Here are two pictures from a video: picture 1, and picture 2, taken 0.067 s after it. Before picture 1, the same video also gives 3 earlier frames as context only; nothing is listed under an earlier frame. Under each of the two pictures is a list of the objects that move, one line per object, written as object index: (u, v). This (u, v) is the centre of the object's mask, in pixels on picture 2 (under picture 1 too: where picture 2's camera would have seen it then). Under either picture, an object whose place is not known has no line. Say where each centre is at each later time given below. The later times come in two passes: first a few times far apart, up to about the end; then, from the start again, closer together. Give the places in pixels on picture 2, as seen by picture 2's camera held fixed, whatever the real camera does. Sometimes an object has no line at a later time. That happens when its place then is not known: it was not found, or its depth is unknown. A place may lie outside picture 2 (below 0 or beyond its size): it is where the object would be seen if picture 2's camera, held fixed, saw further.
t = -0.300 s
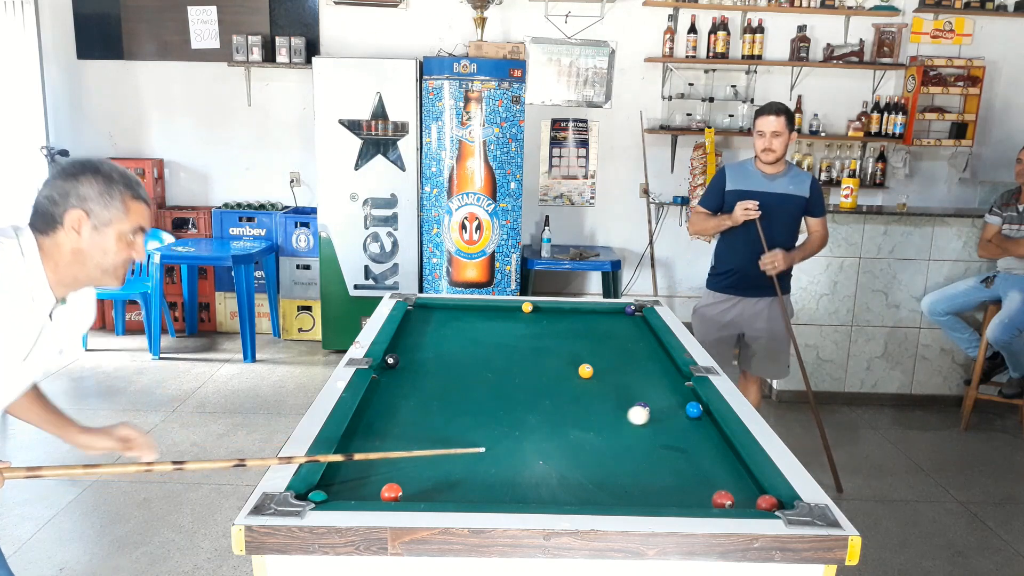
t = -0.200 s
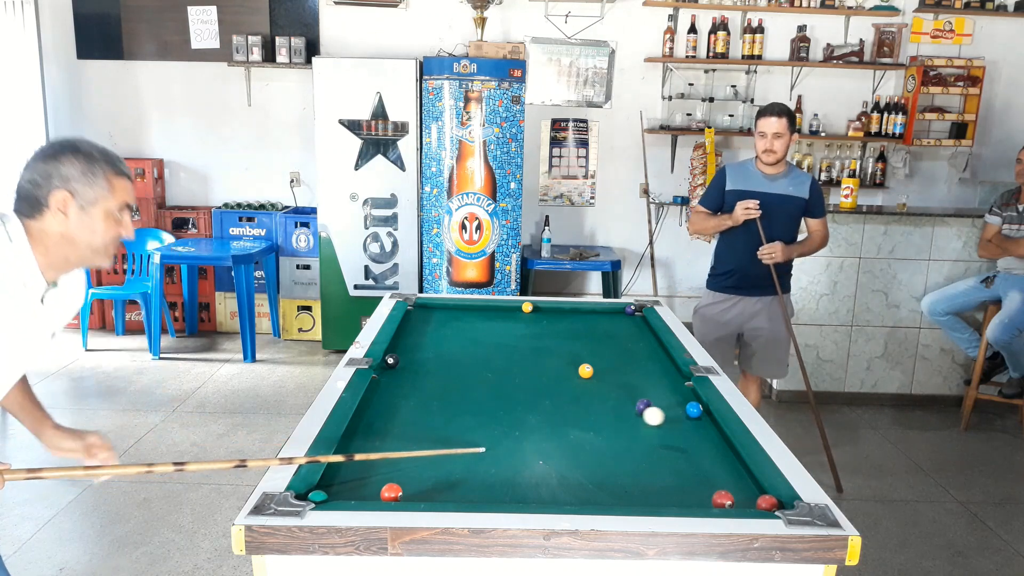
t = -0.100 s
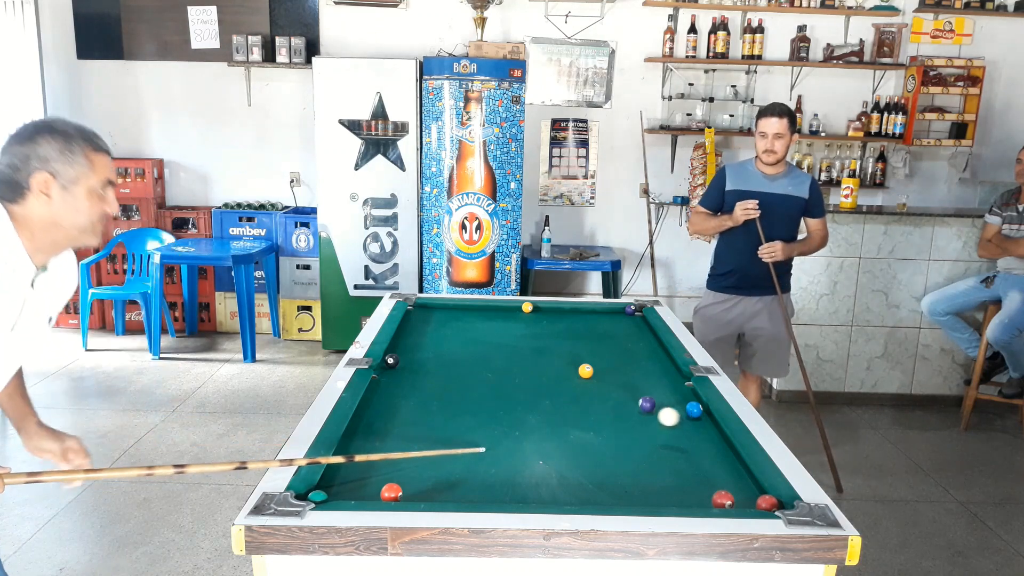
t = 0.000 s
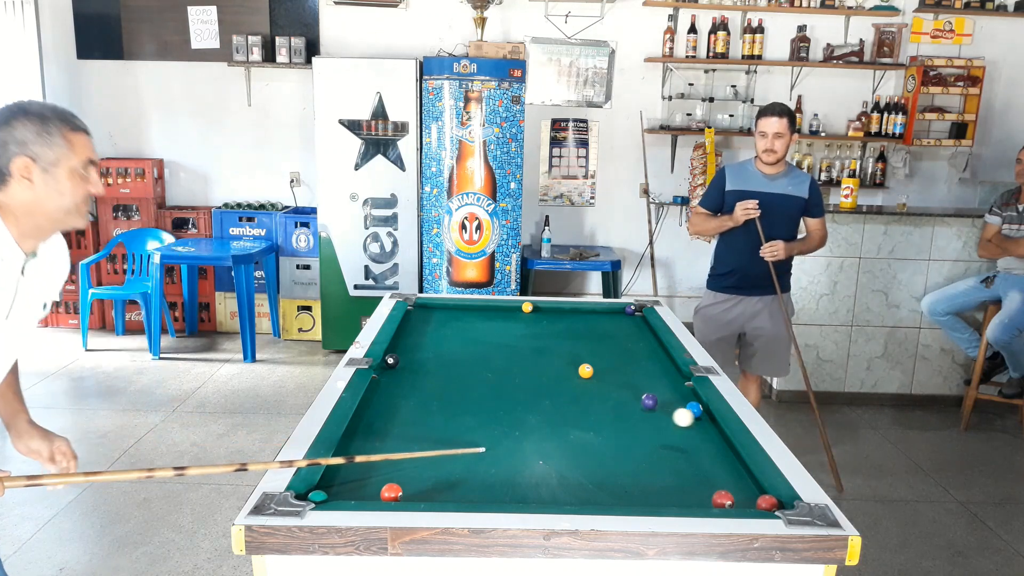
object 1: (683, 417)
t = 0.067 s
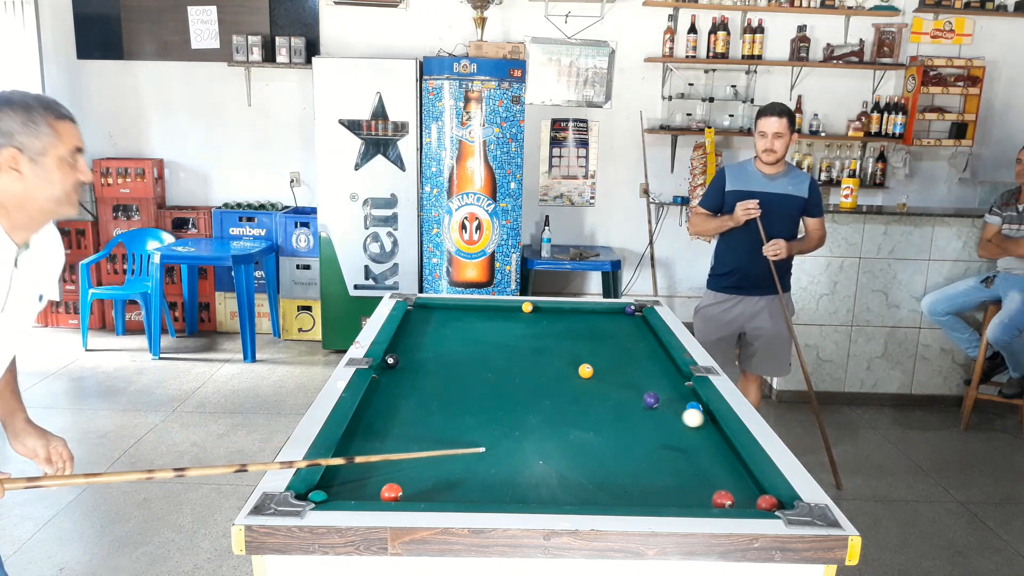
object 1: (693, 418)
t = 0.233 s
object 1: (702, 418)
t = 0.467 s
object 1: (683, 418)
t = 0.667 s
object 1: (668, 418)
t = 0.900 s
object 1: (653, 418)
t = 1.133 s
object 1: (639, 418)
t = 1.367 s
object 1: (628, 417)
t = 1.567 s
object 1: (621, 418)
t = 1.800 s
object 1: (613, 418)
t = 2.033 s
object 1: (608, 418)
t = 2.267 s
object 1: (606, 418)
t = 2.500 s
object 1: (605, 419)
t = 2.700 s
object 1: (605, 419)
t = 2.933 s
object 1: (605, 419)
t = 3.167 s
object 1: (605, 419)
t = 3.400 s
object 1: (605, 419)
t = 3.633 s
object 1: (605, 419)
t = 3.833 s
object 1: (605, 418)
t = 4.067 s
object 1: (605, 419)
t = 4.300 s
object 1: (605, 419)
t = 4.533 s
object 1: (605, 419)
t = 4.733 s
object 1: (605, 419)
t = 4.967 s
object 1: (605, 419)
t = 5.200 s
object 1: (605, 419)
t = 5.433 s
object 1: (605, 419)
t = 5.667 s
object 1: (605, 419)
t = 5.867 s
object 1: (605, 419)
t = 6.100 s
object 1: (605, 419)
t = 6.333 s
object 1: (605, 419)
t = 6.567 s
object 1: (605, 419)
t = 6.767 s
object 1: (605, 419)
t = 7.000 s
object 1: (605, 419)
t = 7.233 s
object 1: (605, 419)
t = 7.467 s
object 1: (605, 419)
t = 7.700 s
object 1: (605, 419)
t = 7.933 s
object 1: (605, 419)
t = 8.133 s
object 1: (605, 419)
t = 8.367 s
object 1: (605, 419)
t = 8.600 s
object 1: (605, 419)
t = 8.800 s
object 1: (605, 419)
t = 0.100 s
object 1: (697, 418)
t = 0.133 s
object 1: (702, 418)
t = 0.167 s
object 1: (706, 418)
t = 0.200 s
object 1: (705, 418)
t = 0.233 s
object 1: (702, 418)
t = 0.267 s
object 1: (700, 418)
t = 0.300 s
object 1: (697, 418)
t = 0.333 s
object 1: (694, 418)
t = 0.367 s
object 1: (691, 418)
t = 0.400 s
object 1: (689, 418)
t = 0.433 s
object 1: (686, 418)
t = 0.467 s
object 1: (683, 418)
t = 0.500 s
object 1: (681, 418)
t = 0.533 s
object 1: (678, 418)
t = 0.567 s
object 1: (676, 418)
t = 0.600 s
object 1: (673, 418)
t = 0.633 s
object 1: (671, 418)
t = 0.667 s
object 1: (668, 418)
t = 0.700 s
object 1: (666, 418)
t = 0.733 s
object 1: (664, 418)
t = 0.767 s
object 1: (661, 418)
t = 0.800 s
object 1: (659, 418)
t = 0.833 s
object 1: (657, 418)
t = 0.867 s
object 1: (655, 418)
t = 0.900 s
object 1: (653, 418)
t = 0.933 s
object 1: (651, 418)
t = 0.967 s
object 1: (649, 417)
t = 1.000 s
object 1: (647, 417)
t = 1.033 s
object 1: (645, 417)
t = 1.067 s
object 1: (643, 417)
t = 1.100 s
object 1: (641, 417)
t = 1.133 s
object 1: (639, 418)
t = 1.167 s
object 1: (638, 417)
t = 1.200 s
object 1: (636, 418)
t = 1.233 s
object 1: (634, 417)
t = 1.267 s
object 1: (633, 418)
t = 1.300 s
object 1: (631, 418)
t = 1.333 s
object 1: (630, 418)
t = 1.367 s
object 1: (628, 417)
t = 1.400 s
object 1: (627, 418)
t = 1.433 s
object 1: (626, 418)
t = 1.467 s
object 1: (624, 417)
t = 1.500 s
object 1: (623, 418)
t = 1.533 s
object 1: (622, 418)
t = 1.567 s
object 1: (621, 418)
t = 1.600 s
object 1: (619, 418)
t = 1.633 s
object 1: (618, 418)
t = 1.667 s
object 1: (617, 418)
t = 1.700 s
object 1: (616, 418)
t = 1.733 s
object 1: (615, 418)
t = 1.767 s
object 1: (614, 418)
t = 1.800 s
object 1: (613, 418)
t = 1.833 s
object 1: (613, 418)
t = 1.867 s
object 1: (612, 418)
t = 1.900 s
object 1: (611, 418)
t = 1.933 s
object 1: (610, 418)
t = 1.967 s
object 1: (610, 418)
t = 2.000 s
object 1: (609, 418)
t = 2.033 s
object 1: (608, 418)
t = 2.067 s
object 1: (608, 418)
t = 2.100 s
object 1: (607, 418)
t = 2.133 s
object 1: (607, 418)
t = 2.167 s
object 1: (607, 418)
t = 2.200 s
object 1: (606, 418)
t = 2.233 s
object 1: (606, 418)
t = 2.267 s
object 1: (606, 418)
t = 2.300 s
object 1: (605, 418)
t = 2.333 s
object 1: (605, 419)
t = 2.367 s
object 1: (605, 419)
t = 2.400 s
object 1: (605, 419)
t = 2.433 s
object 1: (605, 419)
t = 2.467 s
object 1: (605, 419)
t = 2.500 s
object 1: (605, 419)
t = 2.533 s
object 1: (605, 419)
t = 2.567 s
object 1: (605, 419)
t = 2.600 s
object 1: (605, 419)
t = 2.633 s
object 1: (605, 419)
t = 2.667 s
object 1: (605, 419)
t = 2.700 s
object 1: (605, 419)
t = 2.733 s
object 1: (605, 419)
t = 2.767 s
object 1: (605, 419)
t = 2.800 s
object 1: (605, 419)
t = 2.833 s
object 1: (605, 419)
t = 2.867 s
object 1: (605, 419)
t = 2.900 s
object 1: (605, 419)
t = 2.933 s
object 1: (605, 419)
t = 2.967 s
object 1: (605, 419)
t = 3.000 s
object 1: (605, 419)
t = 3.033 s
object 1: (605, 419)
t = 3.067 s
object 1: (605, 419)
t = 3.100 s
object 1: (605, 419)
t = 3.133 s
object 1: (605, 419)
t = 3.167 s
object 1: (605, 419)
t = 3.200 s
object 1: (605, 418)
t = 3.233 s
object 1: (605, 419)
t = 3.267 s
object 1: (605, 419)
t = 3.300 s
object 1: (605, 419)
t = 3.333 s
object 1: (605, 419)
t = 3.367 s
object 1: (605, 419)
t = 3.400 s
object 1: (605, 419)
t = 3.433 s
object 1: (605, 419)
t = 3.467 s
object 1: (605, 419)
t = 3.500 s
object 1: (605, 419)
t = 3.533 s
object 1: (605, 419)
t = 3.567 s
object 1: (605, 419)
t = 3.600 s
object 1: (605, 418)
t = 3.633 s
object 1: (605, 419)
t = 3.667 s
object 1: (605, 419)
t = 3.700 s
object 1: (605, 419)
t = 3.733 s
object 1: (605, 418)
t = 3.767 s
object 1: (605, 419)
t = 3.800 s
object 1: (605, 419)
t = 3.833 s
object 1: (605, 418)
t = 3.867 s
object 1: (605, 418)
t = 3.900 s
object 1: (605, 418)
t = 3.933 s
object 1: (605, 419)
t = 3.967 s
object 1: (605, 419)
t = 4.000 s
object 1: (605, 419)
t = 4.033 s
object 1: (605, 419)
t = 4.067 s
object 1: (605, 419)
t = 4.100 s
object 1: (605, 419)
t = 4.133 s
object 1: (605, 418)
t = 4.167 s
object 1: (605, 419)
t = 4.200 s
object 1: (605, 419)
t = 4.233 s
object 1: (605, 419)
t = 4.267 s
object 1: (605, 419)
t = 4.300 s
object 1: (605, 419)
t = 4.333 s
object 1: (605, 419)
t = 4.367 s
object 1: (605, 419)
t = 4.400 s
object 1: (605, 419)
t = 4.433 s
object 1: (605, 419)
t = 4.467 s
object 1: (605, 419)
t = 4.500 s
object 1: (605, 419)
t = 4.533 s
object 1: (605, 419)
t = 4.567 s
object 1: (605, 419)
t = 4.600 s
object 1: (605, 419)
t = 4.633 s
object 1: (605, 419)
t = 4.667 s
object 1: (605, 419)
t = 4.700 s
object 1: (605, 419)
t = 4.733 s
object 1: (605, 419)
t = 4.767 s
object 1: (605, 419)
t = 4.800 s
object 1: (605, 419)
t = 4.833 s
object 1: (605, 418)
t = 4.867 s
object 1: (605, 419)
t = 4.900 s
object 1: (605, 419)
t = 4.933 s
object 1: (605, 419)
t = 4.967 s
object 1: (605, 419)
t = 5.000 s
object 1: (605, 419)
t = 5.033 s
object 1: (605, 418)
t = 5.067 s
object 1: (605, 419)
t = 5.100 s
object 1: (605, 419)
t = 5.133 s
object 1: (605, 419)
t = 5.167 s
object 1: (605, 418)
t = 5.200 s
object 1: (605, 419)
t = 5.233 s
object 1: (605, 418)
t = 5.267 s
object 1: (605, 419)
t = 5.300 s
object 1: (605, 419)
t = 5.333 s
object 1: (605, 419)
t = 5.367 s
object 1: (605, 419)
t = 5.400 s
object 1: (605, 419)
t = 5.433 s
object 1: (605, 419)
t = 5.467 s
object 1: (605, 419)
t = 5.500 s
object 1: (605, 419)
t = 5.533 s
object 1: (605, 418)
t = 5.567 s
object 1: (605, 419)
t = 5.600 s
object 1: (605, 419)
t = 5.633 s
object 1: (605, 419)
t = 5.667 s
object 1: (605, 419)
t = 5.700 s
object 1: (605, 419)
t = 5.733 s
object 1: (605, 419)
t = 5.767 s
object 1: (605, 419)
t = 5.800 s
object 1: (605, 419)
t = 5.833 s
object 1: (605, 419)
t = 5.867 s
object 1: (605, 419)
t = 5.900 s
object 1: (605, 419)
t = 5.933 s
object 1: (605, 419)
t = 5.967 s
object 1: (605, 419)
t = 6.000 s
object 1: (605, 419)
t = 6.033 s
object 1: (605, 419)
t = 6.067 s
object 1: (605, 419)
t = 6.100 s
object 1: (605, 419)
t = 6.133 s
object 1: (605, 419)
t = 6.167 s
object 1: (605, 419)
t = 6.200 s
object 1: (605, 419)
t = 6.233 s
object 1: (605, 419)
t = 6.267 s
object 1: (605, 419)
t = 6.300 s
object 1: (605, 419)
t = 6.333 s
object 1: (605, 419)
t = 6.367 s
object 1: (605, 419)
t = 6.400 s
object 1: (605, 419)
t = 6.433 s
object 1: (605, 419)
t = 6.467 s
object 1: (605, 419)
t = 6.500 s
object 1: (605, 419)
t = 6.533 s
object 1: (605, 419)
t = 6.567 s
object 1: (605, 419)
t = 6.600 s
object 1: (605, 419)
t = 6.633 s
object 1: (605, 419)
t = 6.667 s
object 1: (605, 419)
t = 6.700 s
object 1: (605, 419)
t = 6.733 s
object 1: (605, 419)
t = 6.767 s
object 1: (605, 419)
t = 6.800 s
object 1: (605, 419)
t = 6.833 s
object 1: (605, 419)
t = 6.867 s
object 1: (605, 419)
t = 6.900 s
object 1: (605, 419)
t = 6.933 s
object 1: (605, 419)
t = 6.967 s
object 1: (605, 419)
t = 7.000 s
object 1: (605, 419)
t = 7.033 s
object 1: (605, 419)
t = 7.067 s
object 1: (605, 419)
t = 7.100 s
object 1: (605, 419)
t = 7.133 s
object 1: (605, 419)
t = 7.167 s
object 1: (605, 419)
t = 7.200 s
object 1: (605, 419)
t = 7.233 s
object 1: (605, 419)
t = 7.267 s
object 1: (605, 419)
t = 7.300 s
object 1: (605, 419)
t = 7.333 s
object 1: (605, 419)
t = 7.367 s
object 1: (605, 419)
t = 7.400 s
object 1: (605, 419)
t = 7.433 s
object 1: (605, 419)
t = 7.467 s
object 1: (605, 419)
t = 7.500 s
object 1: (605, 419)
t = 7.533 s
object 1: (605, 419)
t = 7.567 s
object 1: (605, 419)
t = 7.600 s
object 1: (605, 419)
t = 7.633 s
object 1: (605, 419)
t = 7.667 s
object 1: (605, 419)
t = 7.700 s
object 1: (605, 419)
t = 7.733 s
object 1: (605, 419)
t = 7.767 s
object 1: (605, 419)
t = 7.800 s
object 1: (605, 419)
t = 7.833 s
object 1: (605, 419)
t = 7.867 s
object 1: (605, 419)
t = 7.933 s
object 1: (605, 419)
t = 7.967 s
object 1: (605, 419)
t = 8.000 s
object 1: (605, 419)
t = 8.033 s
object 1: (605, 419)
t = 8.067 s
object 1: (605, 419)
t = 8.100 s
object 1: (605, 419)
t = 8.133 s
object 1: (605, 419)
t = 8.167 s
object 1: (605, 419)
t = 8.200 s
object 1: (605, 419)
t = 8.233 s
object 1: (605, 419)
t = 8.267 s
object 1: (605, 419)
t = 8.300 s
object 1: (605, 419)
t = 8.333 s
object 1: (605, 419)
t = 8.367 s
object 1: (605, 419)
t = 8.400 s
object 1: (605, 419)
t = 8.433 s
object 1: (605, 419)
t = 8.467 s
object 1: (605, 419)
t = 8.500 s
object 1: (605, 419)
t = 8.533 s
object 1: (605, 419)
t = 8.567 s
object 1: (605, 419)
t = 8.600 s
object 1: (605, 419)
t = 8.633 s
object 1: (605, 419)
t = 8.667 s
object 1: (605, 419)
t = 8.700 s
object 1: (605, 419)
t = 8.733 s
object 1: (605, 419)
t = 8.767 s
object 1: (605, 419)
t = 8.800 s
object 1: (605, 419)
